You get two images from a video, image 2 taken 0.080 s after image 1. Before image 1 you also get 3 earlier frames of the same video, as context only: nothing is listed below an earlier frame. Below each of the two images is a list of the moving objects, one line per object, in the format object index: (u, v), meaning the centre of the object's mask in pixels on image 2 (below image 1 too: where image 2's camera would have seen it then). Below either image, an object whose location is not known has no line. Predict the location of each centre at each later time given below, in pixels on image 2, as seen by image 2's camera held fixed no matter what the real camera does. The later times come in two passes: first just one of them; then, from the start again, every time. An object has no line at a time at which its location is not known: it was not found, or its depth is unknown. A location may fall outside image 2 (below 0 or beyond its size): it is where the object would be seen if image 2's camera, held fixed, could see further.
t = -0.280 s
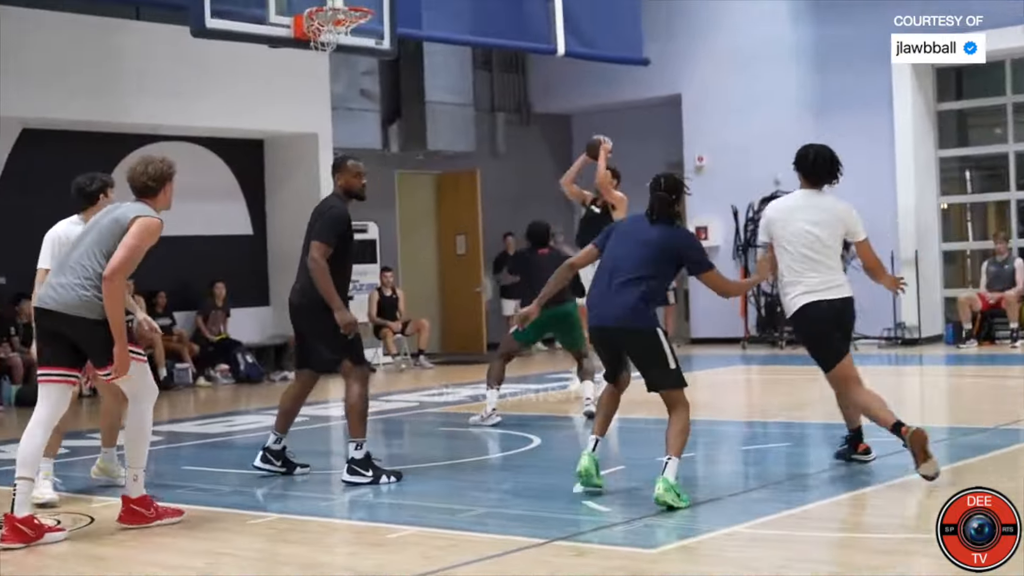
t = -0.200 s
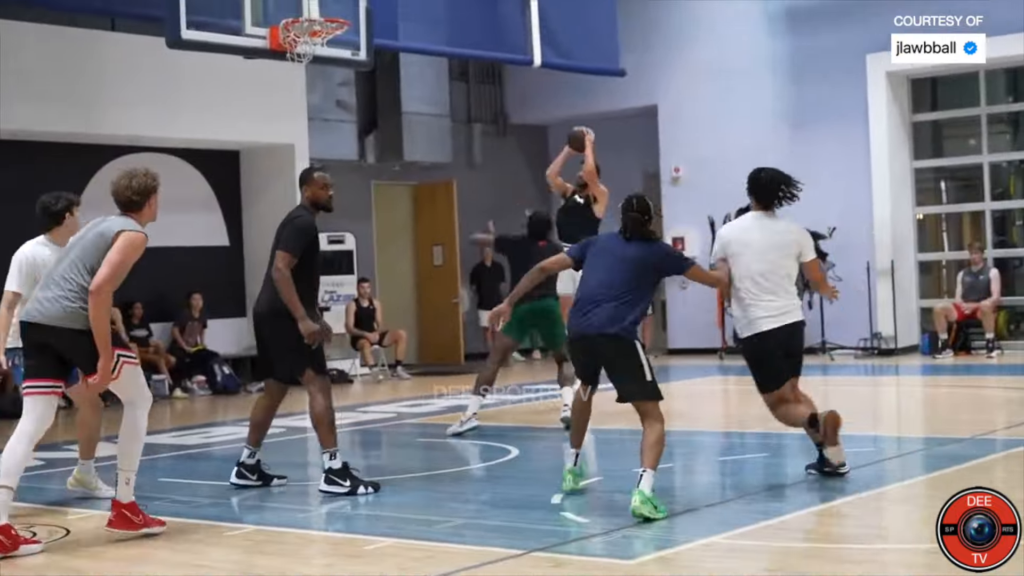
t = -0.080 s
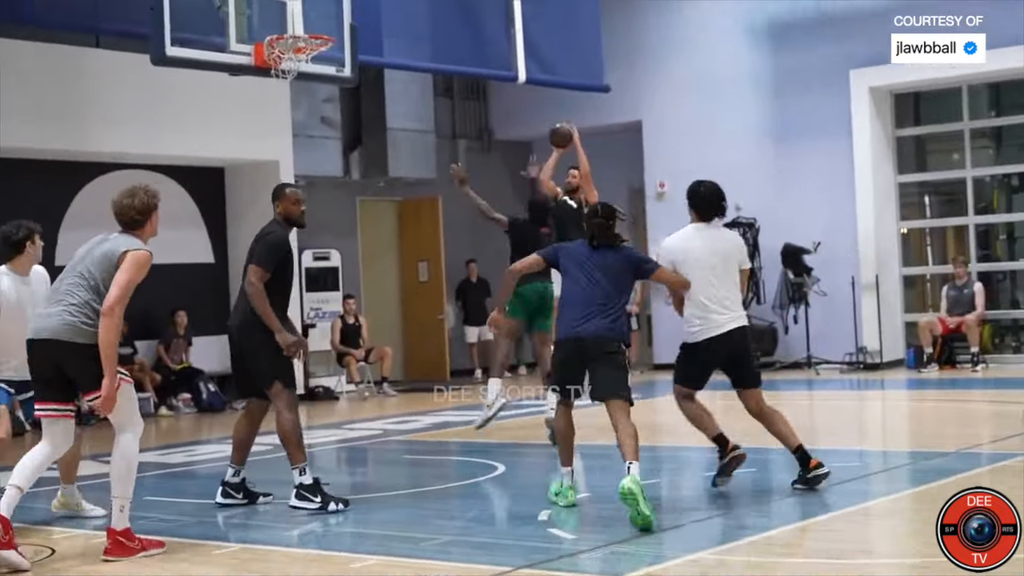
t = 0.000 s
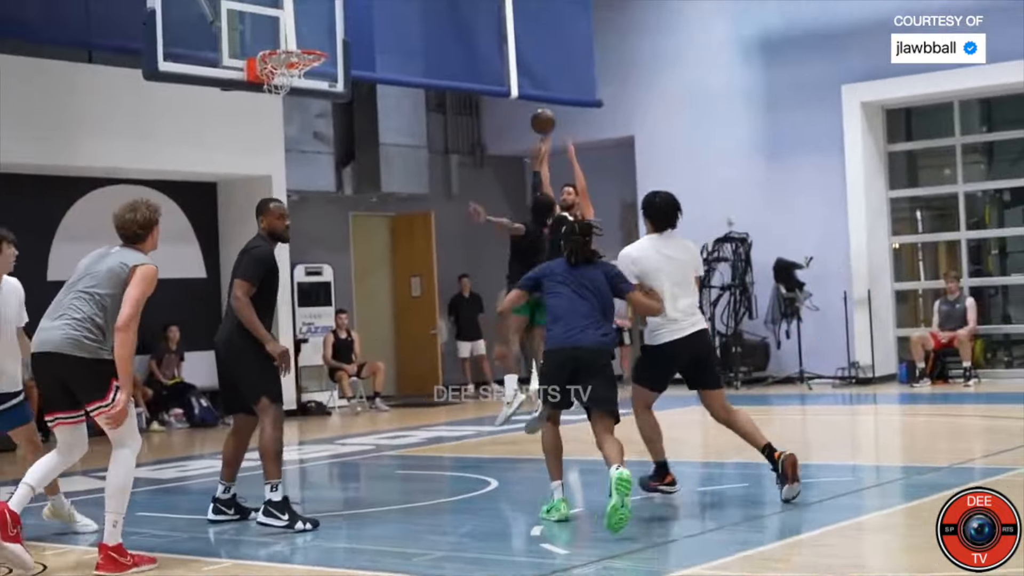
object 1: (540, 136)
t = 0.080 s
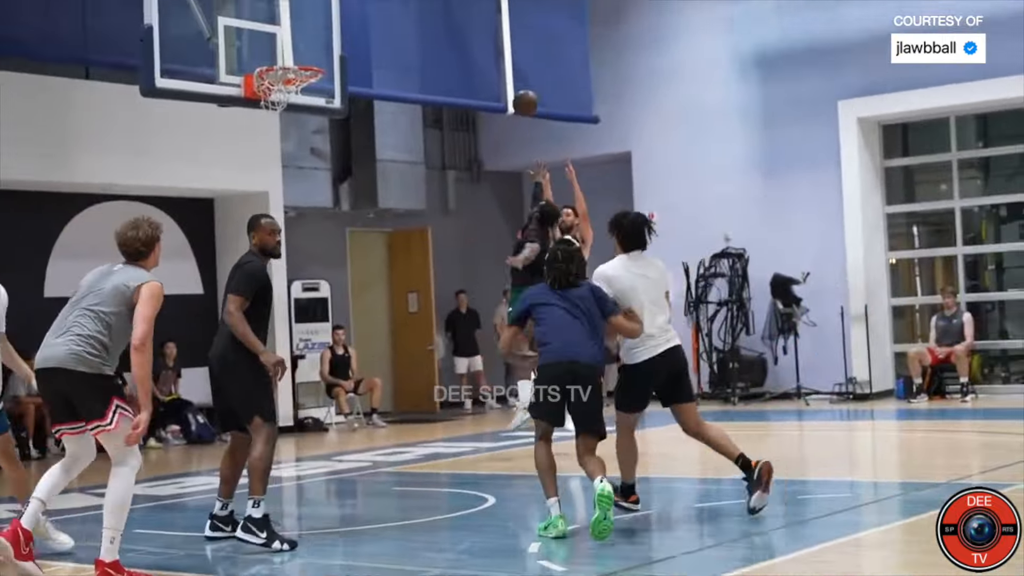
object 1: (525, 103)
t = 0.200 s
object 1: (495, 45)
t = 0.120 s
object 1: (514, 80)
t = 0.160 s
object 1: (506, 65)
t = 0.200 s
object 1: (495, 45)
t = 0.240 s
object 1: (487, 33)
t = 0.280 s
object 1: (479, 22)
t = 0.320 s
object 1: (467, 8)
